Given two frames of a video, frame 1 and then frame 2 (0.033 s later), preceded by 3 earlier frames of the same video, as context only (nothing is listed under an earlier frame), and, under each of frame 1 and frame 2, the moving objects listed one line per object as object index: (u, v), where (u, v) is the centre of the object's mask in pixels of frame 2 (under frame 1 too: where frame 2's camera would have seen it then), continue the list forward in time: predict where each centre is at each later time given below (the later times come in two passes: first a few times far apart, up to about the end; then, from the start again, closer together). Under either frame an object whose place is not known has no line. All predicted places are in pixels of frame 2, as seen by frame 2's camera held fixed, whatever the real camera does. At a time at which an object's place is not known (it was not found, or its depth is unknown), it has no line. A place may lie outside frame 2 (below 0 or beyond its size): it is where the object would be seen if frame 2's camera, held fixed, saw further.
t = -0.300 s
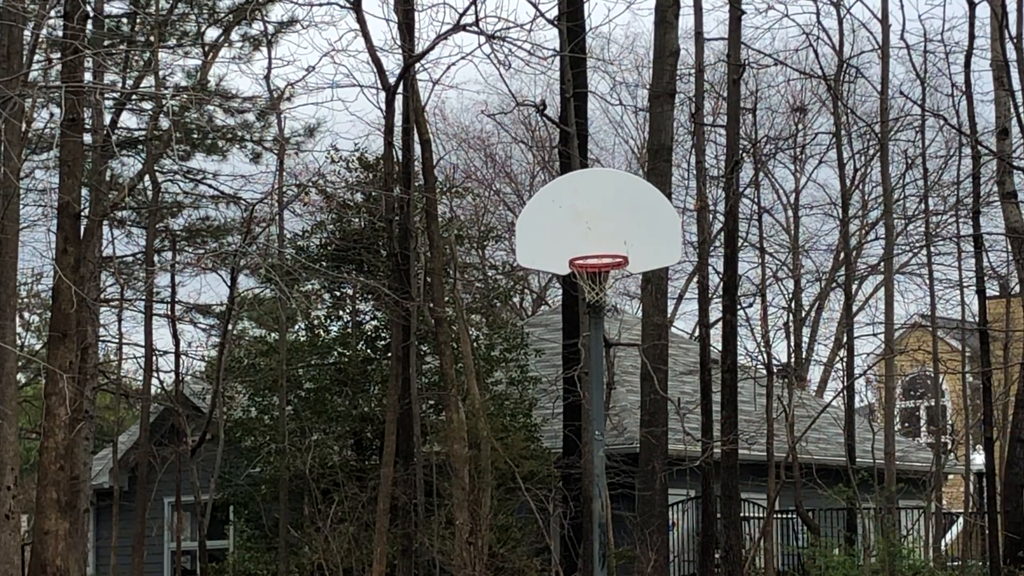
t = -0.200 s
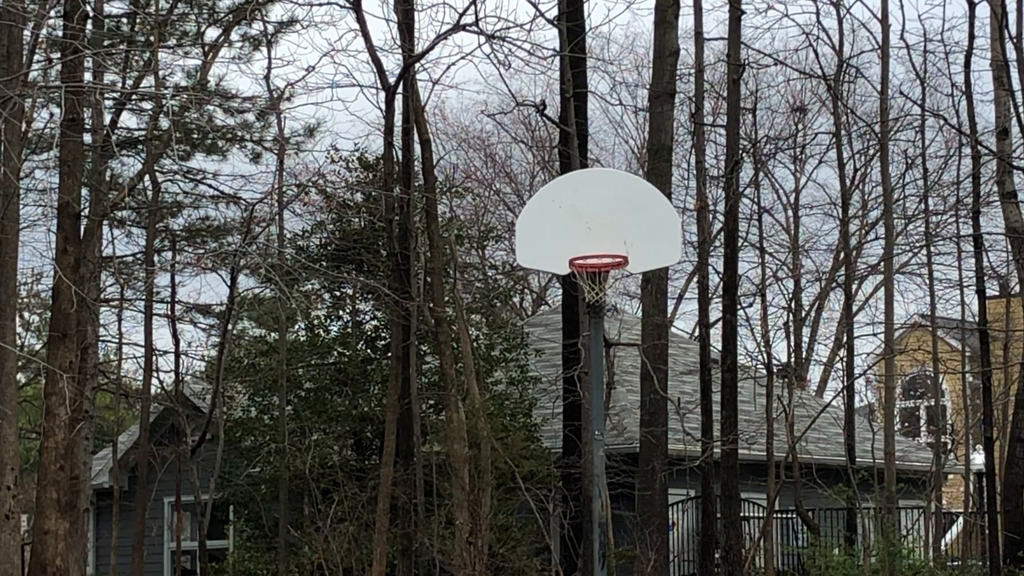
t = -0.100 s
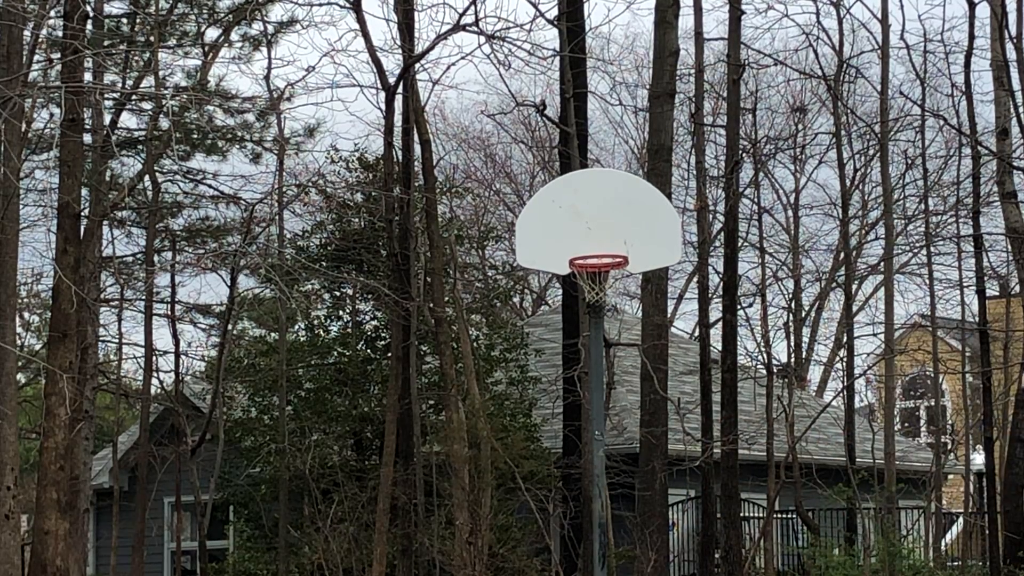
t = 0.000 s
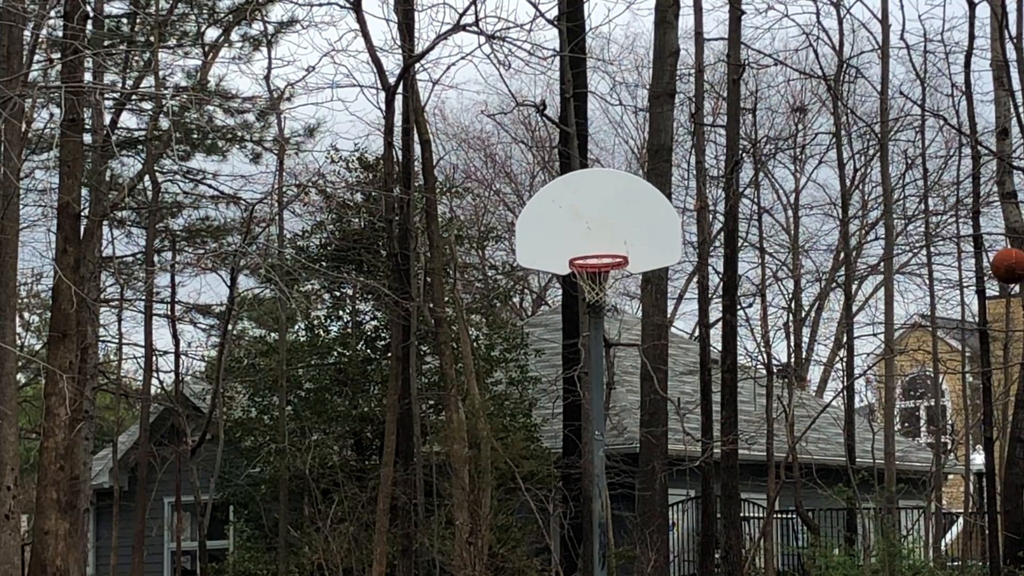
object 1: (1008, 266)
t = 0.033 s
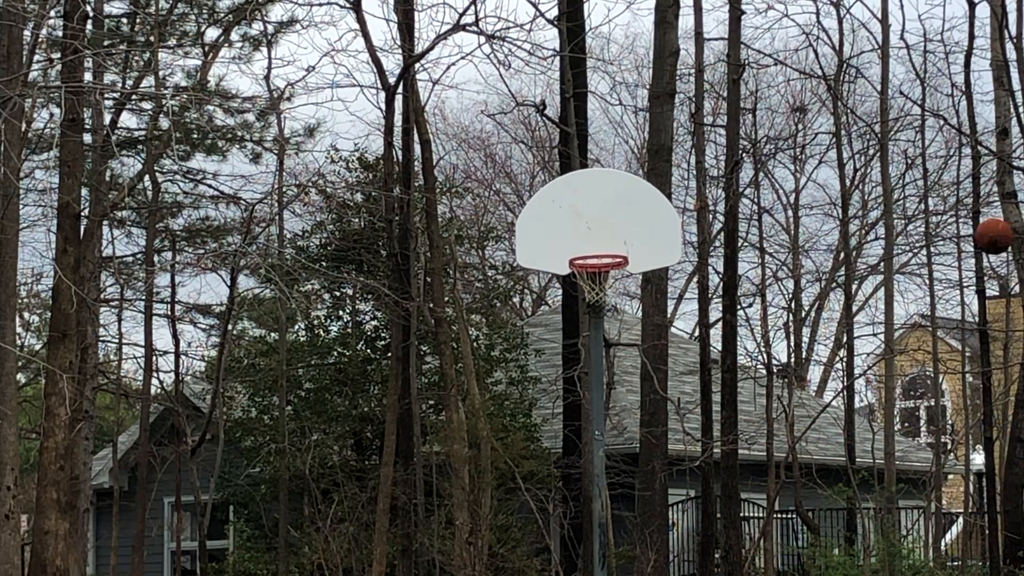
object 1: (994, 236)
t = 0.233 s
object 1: (904, 107)
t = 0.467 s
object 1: (812, 39)
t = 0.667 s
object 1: (744, 42)
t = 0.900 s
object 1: (675, 105)
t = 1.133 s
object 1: (613, 228)
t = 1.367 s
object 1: (616, 237)
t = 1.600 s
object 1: (610, 218)
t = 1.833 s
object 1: (588, 247)
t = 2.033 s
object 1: (595, 312)
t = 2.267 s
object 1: (615, 425)
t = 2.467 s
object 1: (633, 570)
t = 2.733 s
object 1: (677, 486)
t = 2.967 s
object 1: (720, 409)
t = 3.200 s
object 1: (765, 399)
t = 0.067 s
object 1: (978, 209)
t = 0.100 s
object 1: (962, 185)
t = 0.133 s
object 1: (947, 162)
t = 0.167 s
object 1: (932, 141)
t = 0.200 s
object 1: (918, 123)
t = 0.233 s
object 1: (904, 107)
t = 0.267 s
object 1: (889, 92)
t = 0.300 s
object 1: (875, 79)
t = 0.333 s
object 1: (862, 68)
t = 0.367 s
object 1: (849, 58)
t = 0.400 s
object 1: (837, 50)
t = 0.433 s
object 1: (825, 44)
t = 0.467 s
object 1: (812, 39)
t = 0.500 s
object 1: (800, 36)
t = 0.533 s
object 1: (788, 34)
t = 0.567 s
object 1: (777, 34)
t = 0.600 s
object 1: (766, 35)
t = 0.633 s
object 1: (755, 37)
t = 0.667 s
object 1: (744, 42)
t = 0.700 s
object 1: (733, 47)
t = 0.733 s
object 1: (724, 53)
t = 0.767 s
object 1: (713, 61)
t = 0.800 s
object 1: (703, 71)
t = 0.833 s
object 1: (693, 81)
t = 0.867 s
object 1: (684, 92)
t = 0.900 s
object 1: (675, 105)
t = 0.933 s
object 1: (665, 119)
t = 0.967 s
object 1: (656, 134)
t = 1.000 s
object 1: (647, 151)
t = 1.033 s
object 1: (638, 168)
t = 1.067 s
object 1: (630, 187)
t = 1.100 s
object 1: (621, 207)
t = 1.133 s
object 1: (613, 228)
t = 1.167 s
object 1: (605, 245)
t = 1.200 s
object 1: (596, 250)
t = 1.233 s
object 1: (589, 258)
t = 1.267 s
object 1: (599, 254)
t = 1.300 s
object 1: (612, 246)
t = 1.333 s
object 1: (616, 243)
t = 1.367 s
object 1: (616, 237)
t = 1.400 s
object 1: (615, 231)
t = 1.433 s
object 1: (614, 225)
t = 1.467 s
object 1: (614, 222)
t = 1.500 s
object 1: (614, 219)
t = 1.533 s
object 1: (613, 218)
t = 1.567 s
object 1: (613, 218)
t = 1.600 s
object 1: (610, 218)
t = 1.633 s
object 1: (607, 219)
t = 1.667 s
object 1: (604, 221)
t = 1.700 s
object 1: (601, 225)
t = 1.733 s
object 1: (598, 230)
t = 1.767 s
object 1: (595, 235)
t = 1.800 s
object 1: (592, 242)
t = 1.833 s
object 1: (588, 247)
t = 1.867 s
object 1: (588, 256)
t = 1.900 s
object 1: (588, 272)
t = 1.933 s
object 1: (588, 278)
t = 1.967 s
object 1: (588, 289)
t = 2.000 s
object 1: (592, 301)
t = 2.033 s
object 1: (595, 312)
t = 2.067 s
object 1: (598, 324)
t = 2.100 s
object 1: (600, 338)
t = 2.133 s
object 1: (603, 353)
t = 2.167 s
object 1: (606, 369)
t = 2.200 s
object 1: (610, 386)
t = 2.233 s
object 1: (613, 405)
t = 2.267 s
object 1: (615, 425)
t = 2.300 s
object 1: (618, 447)
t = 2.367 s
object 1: (624, 495)
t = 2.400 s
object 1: (627, 521)
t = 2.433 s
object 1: (630, 549)
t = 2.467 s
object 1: (633, 570)
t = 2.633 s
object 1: (659, 540)
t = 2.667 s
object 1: (664, 521)
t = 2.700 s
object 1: (671, 503)
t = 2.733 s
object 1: (677, 486)
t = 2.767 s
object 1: (683, 471)
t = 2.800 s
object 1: (689, 457)
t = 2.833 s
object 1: (696, 445)
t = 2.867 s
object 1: (702, 434)
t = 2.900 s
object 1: (708, 424)
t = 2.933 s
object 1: (714, 416)
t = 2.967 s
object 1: (720, 409)
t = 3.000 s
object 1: (727, 404)
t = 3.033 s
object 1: (733, 399)
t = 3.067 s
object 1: (740, 396)
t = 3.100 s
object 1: (746, 395)
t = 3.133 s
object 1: (752, 394)
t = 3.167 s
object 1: (758, 396)
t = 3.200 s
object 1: (765, 399)
